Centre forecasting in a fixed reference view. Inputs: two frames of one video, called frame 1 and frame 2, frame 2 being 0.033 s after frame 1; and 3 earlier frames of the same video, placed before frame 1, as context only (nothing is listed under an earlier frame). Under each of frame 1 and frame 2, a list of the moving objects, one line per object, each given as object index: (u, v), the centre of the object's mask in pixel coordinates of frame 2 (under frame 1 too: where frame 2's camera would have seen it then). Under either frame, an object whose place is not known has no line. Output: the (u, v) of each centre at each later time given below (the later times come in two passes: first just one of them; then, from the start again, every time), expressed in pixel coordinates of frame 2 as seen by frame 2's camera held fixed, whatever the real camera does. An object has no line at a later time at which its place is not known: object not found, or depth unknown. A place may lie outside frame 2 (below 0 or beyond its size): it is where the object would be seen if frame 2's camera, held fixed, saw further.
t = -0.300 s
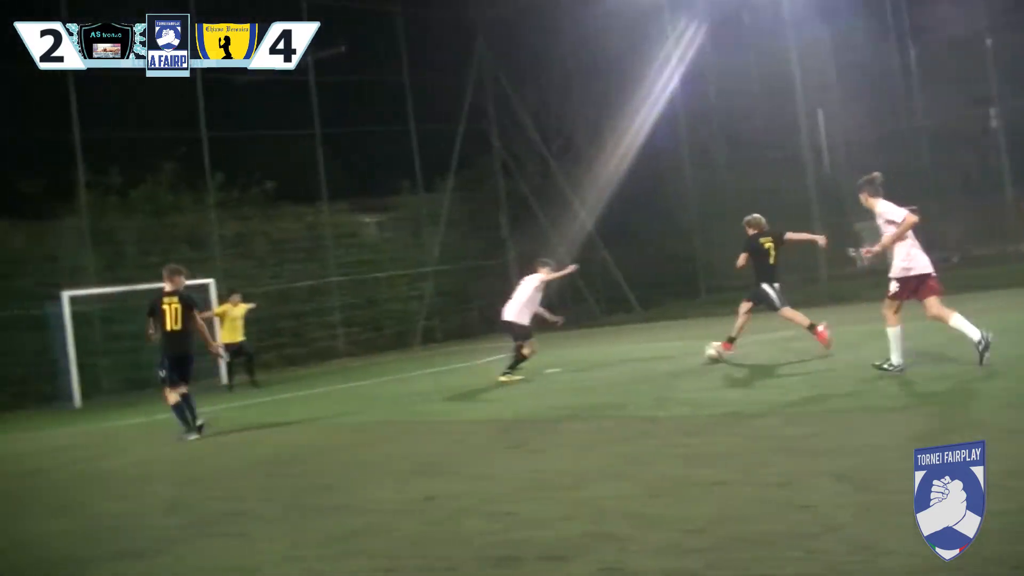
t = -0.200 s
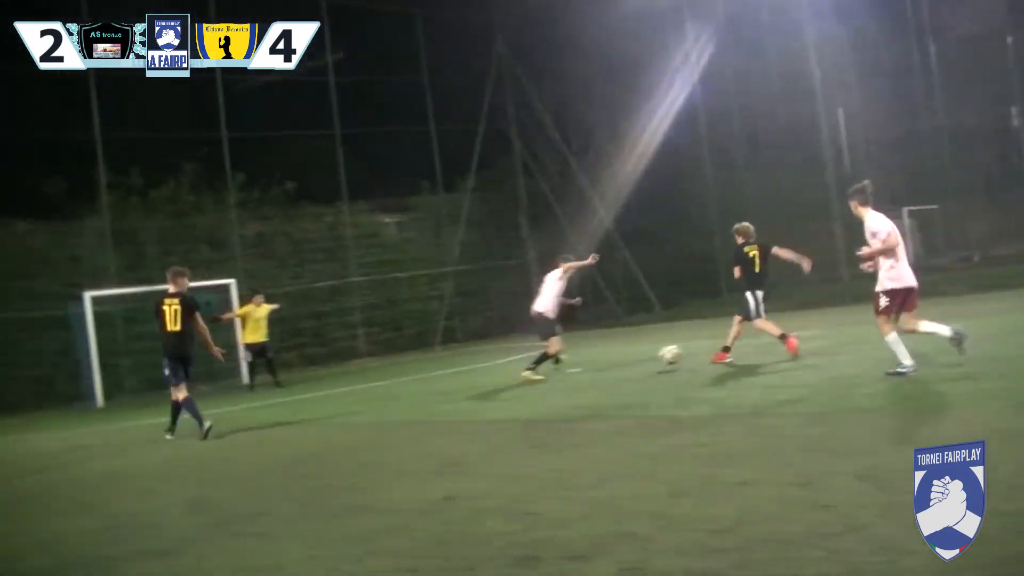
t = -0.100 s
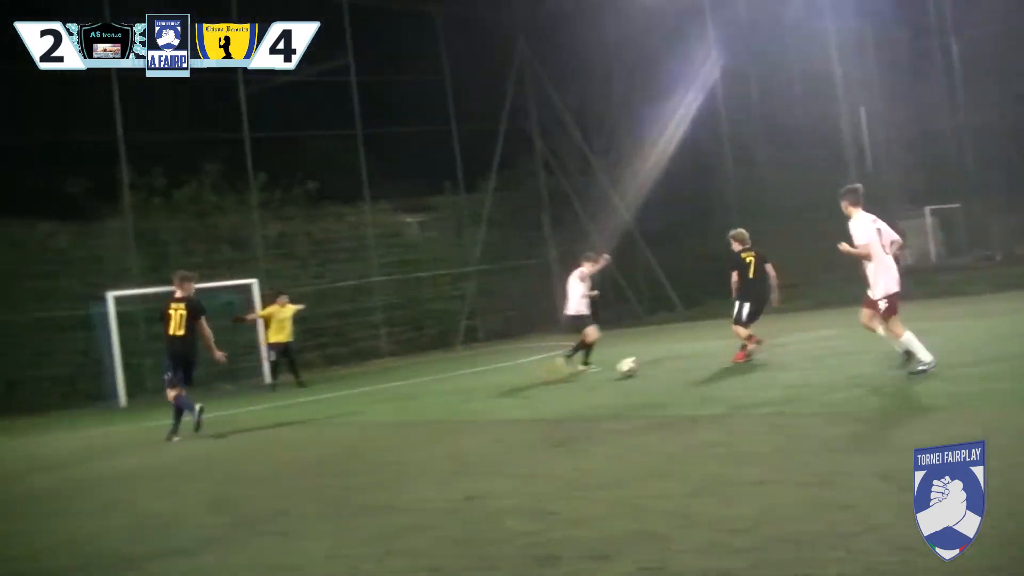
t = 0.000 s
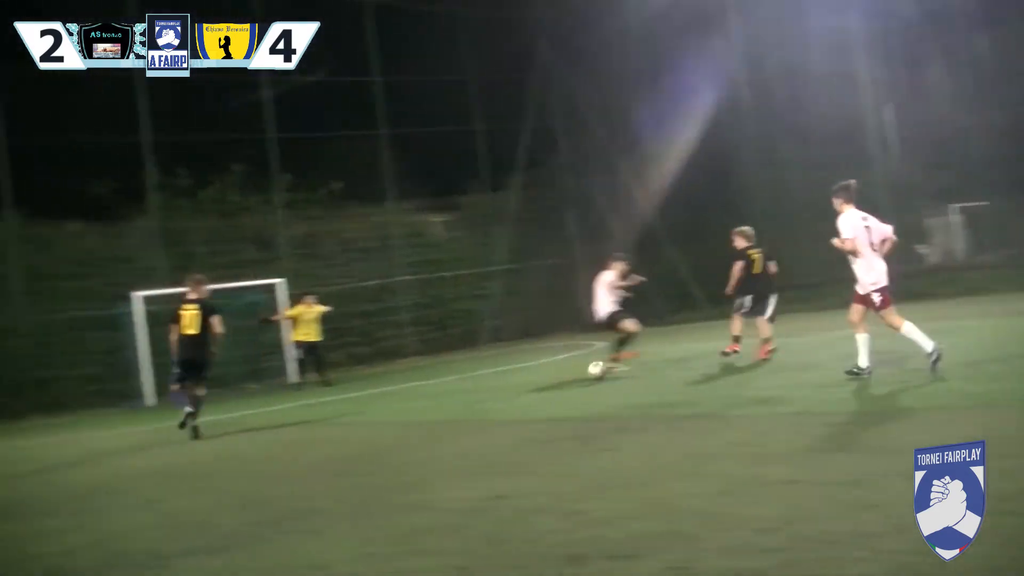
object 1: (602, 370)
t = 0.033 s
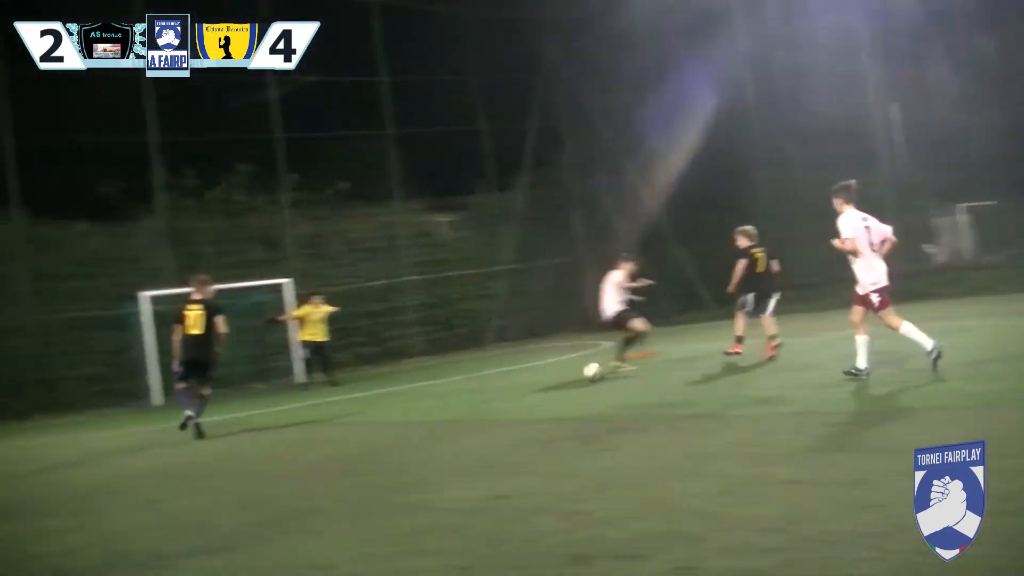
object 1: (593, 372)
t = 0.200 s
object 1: (509, 384)
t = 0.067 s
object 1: (570, 377)
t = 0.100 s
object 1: (550, 378)
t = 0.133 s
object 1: (542, 379)
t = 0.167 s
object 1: (525, 382)
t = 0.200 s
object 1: (509, 384)
